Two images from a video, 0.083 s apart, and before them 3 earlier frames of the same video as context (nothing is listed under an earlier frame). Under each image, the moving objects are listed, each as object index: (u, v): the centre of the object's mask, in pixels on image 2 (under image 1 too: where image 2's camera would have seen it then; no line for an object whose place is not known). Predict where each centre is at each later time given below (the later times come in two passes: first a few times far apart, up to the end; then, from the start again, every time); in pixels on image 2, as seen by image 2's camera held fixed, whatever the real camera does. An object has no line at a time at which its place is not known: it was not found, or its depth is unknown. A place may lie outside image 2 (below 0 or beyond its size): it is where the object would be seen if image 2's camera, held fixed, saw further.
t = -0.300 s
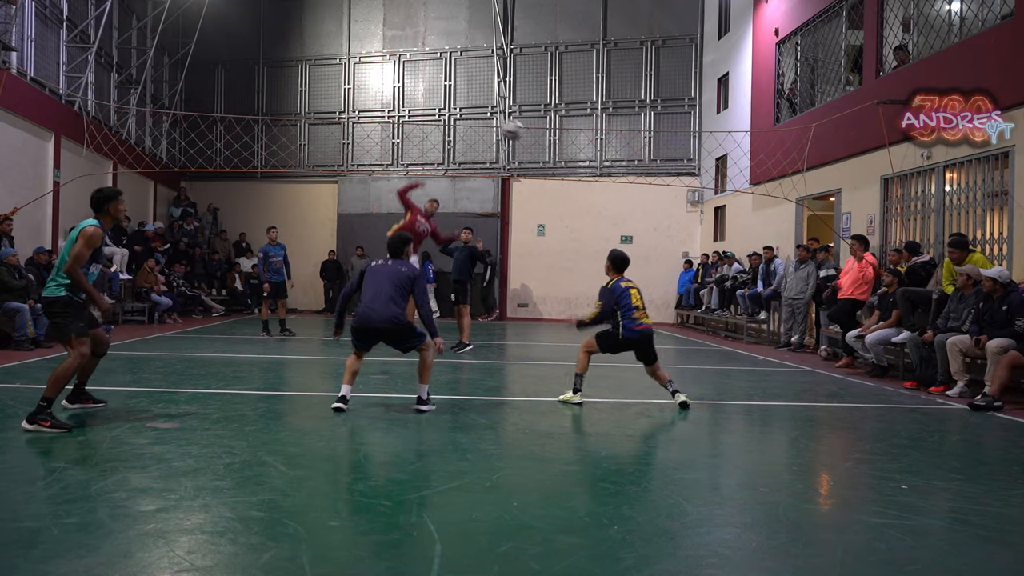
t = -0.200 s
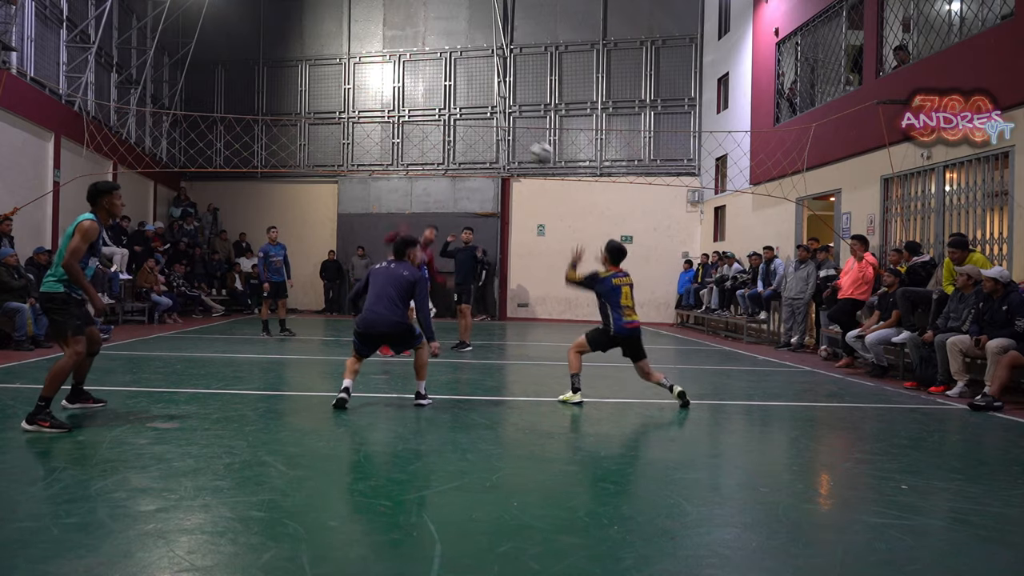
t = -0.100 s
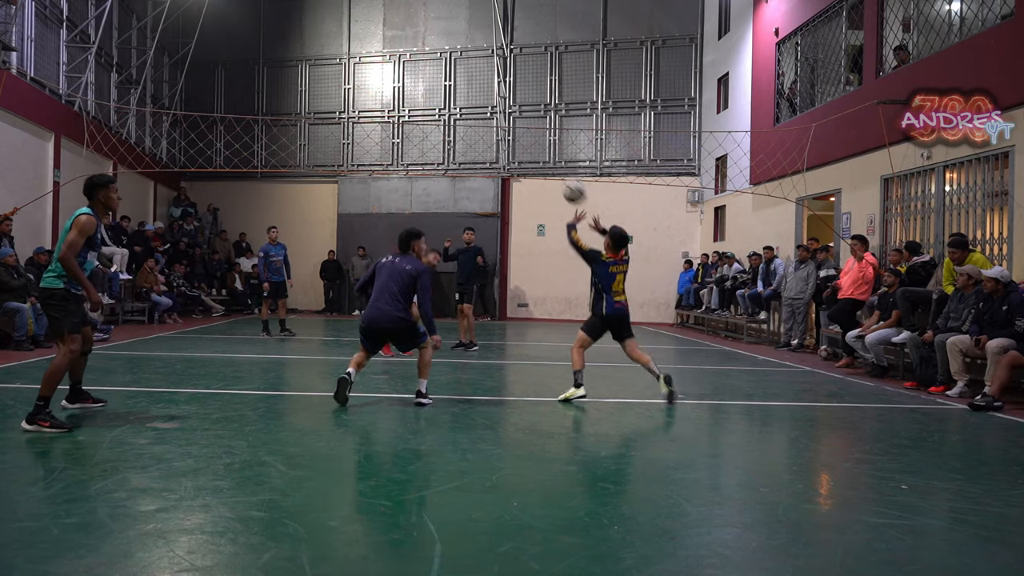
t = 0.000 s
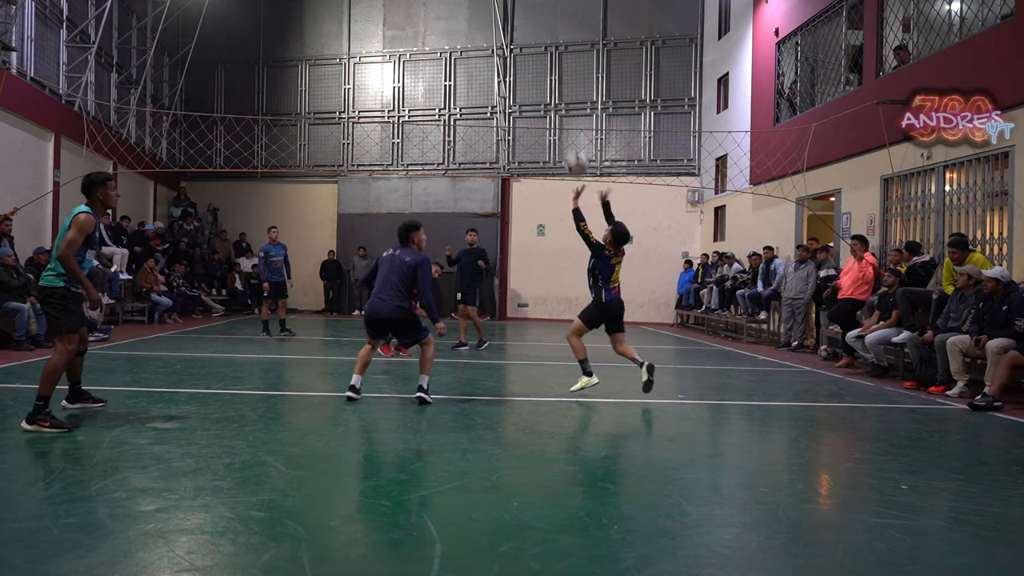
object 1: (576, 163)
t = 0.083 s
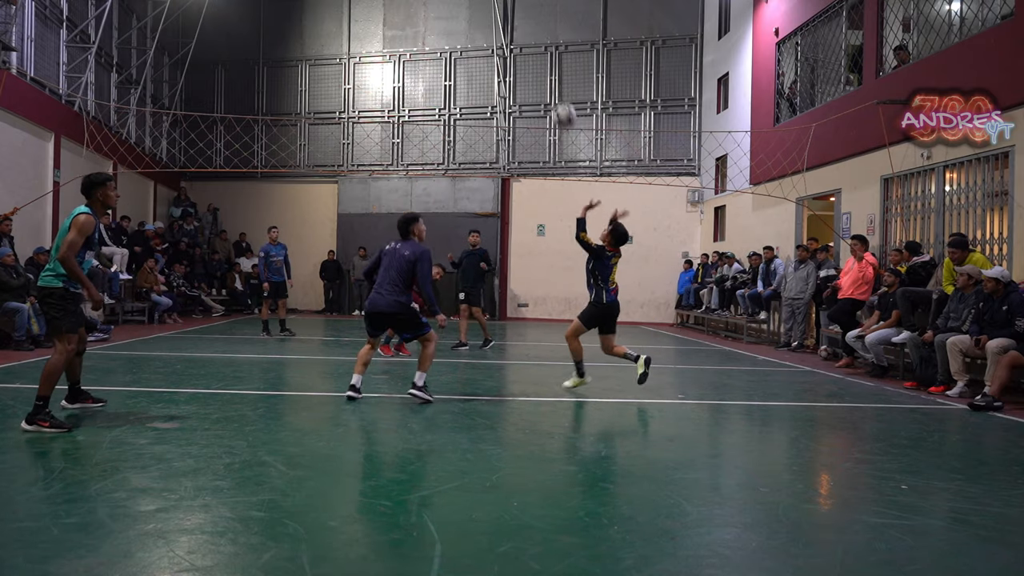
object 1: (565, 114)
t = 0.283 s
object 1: (536, 35)
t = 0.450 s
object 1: (512, 7)
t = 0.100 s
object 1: (562, 107)
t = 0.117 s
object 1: (560, 99)
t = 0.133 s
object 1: (557, 90)
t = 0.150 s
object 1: (555, 83)
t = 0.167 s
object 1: (552, 76)
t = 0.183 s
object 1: (550, 69)
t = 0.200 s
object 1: (547, 63)
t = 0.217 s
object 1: (545, 57)
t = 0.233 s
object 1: (543, 51)
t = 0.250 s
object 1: (540, 45)
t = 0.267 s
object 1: (538, 40)
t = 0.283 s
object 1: (536, 35)
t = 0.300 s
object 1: (533, 31)
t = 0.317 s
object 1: (530, 27)
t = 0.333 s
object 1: (528, 24)
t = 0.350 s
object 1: (526, 20)
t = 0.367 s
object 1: (524, 16)
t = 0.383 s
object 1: (522, 13)
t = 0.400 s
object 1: (519, 11)
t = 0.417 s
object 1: (517, 10)
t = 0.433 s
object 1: (514, 9)
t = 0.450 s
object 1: (512, 7)
